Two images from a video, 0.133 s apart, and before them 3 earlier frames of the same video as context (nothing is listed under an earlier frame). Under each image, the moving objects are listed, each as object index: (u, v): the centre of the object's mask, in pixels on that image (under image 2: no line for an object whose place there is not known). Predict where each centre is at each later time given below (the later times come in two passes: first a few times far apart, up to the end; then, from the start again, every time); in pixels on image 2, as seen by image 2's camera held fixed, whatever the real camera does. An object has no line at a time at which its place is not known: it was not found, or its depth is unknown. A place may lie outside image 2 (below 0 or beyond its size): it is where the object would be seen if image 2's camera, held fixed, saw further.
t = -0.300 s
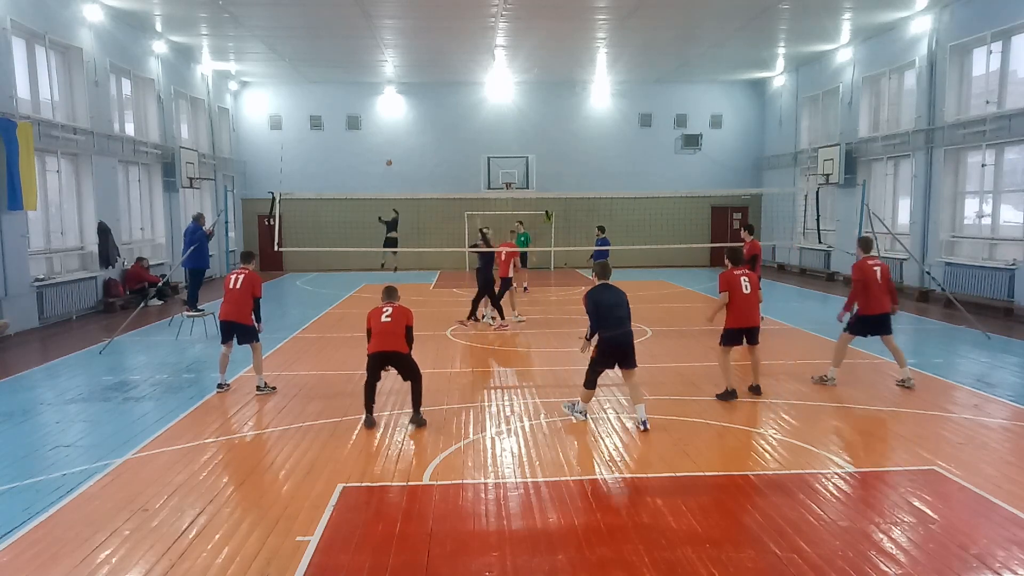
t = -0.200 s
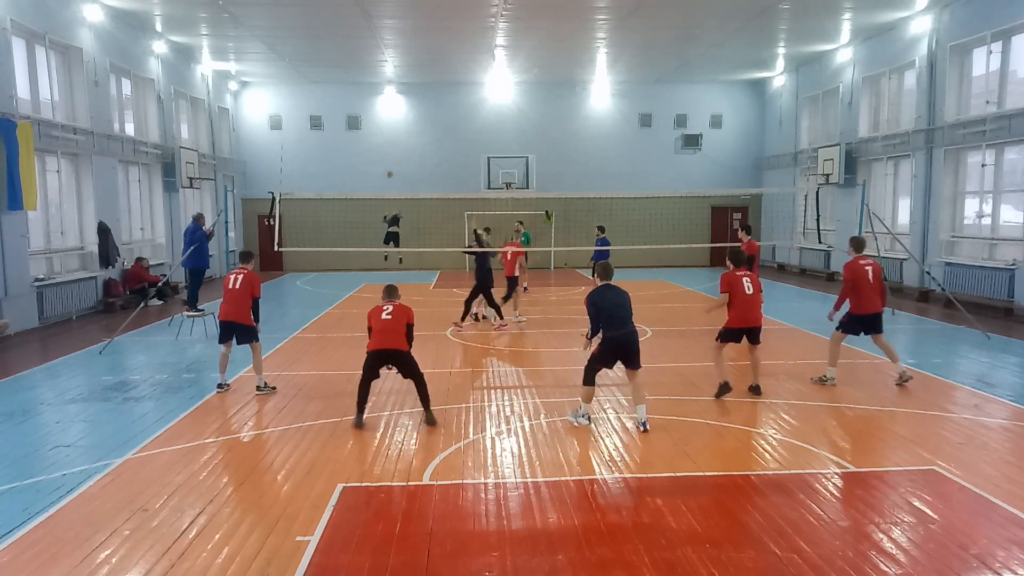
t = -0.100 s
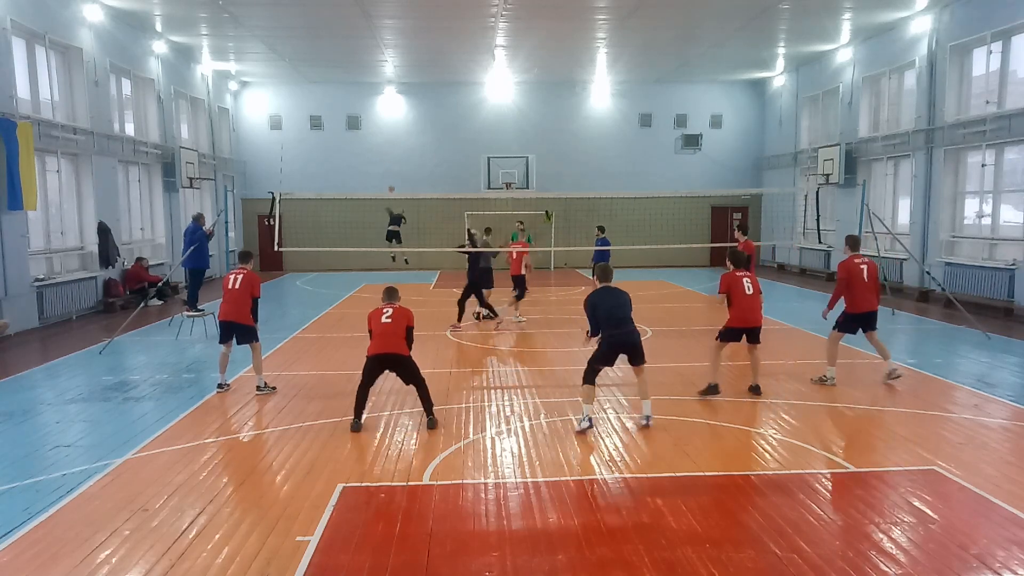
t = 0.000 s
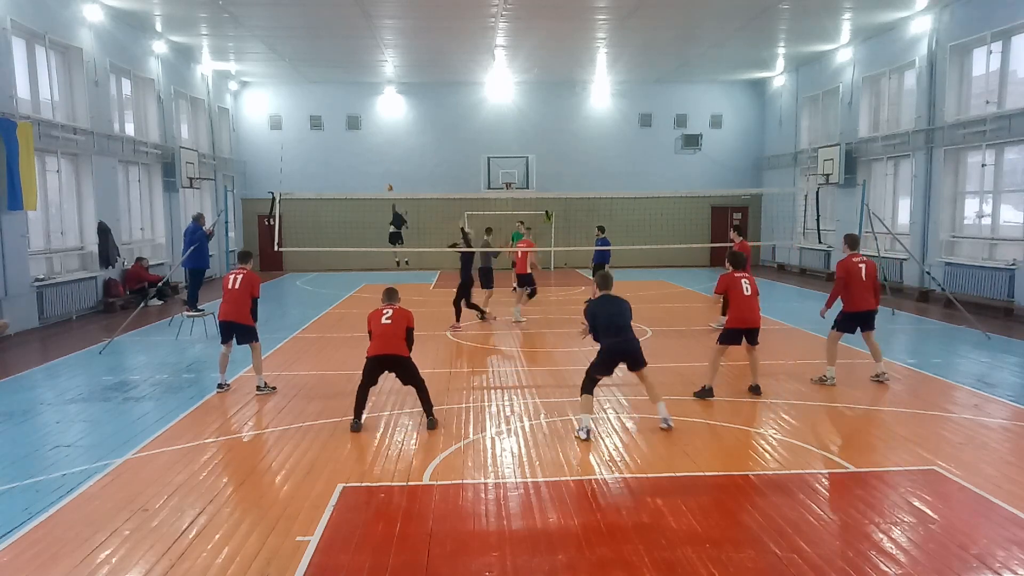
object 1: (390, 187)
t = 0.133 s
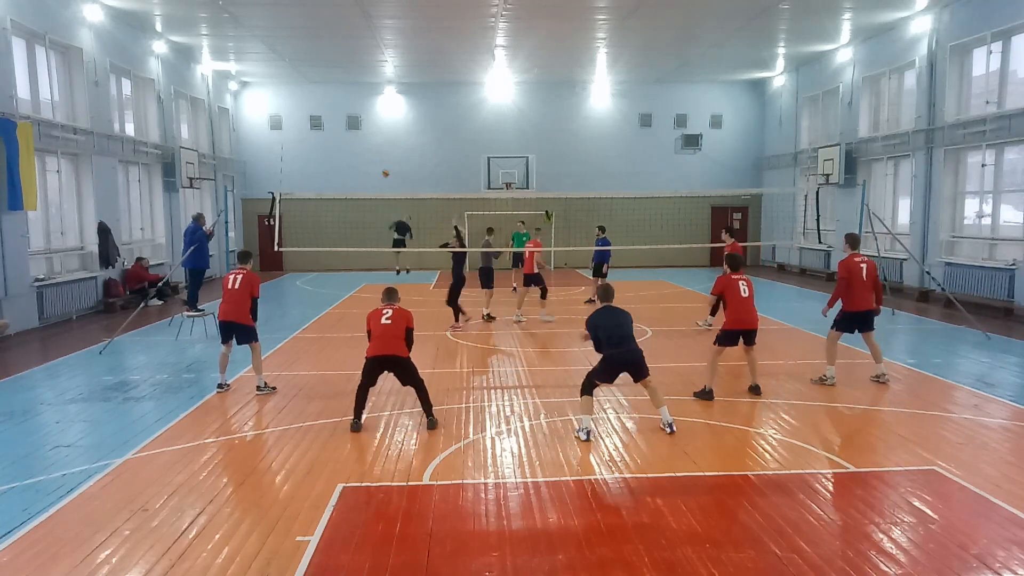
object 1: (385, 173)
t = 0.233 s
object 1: (381, 167)
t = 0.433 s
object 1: (368, 171)
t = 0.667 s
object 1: (355, 184)
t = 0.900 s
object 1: (363, 168)
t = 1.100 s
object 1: (369, 178)
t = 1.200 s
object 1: (372, 189)
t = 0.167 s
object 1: (384, 170)
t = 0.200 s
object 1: (382, 168)
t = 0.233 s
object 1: (381, 167)
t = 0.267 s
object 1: (379, 166)
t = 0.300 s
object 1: (377, 165)
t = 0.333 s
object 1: (375, 166)
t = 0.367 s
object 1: (373, 167)
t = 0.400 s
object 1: (370, 168)
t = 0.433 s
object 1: (368, 171)
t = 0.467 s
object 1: (365, 174)
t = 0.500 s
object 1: (362, 179)
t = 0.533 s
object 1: (359, 184)
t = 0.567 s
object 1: (355, 189)
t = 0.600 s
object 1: (354, 192)
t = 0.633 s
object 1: (354, 189)
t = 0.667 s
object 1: (355, 184)
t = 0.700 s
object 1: (356, 180)
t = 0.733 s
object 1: (357, 176)
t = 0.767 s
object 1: (358, 173)
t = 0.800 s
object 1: (360, 171)
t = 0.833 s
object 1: (360, 169)
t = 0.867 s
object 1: (361, 168)
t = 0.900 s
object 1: (363, 168)
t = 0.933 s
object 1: (364, 168)
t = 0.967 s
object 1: (365, 169)
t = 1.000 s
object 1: (366, 170)
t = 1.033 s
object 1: (367, 172)
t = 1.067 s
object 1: (368, 175)
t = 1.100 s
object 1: (369, 178)
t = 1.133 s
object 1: (371, 182)
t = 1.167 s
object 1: (371, 186)
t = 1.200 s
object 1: (372, 189)
